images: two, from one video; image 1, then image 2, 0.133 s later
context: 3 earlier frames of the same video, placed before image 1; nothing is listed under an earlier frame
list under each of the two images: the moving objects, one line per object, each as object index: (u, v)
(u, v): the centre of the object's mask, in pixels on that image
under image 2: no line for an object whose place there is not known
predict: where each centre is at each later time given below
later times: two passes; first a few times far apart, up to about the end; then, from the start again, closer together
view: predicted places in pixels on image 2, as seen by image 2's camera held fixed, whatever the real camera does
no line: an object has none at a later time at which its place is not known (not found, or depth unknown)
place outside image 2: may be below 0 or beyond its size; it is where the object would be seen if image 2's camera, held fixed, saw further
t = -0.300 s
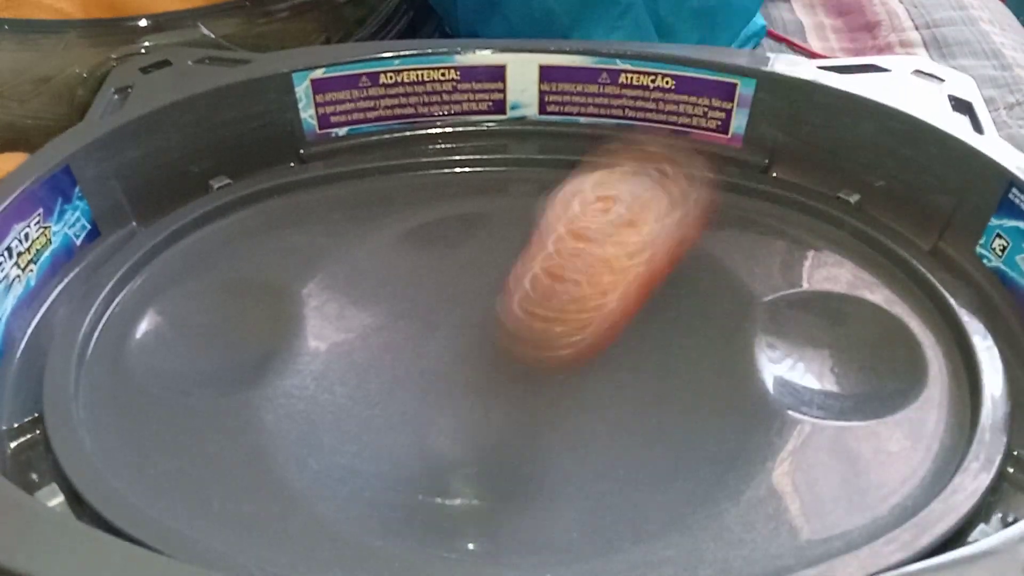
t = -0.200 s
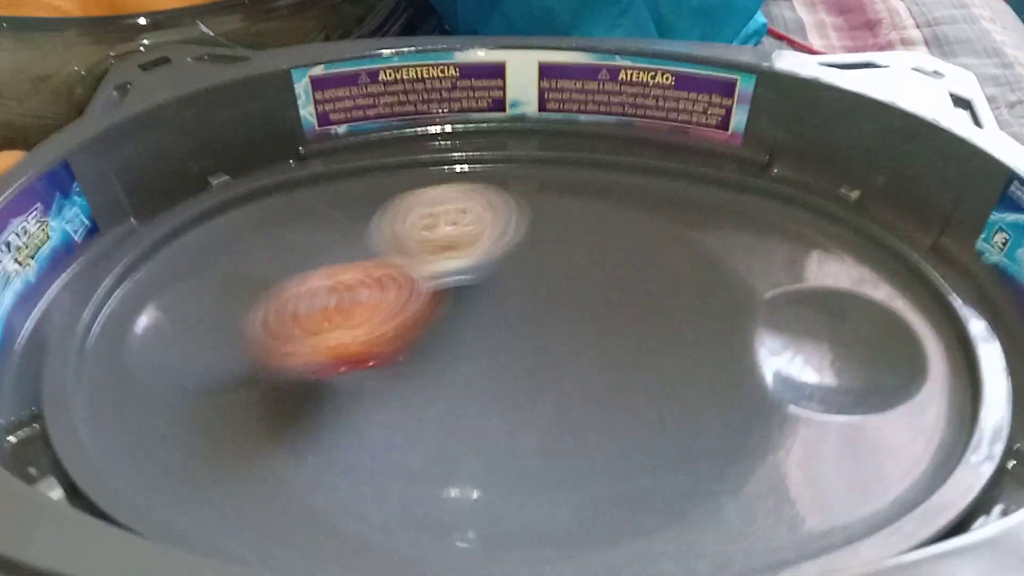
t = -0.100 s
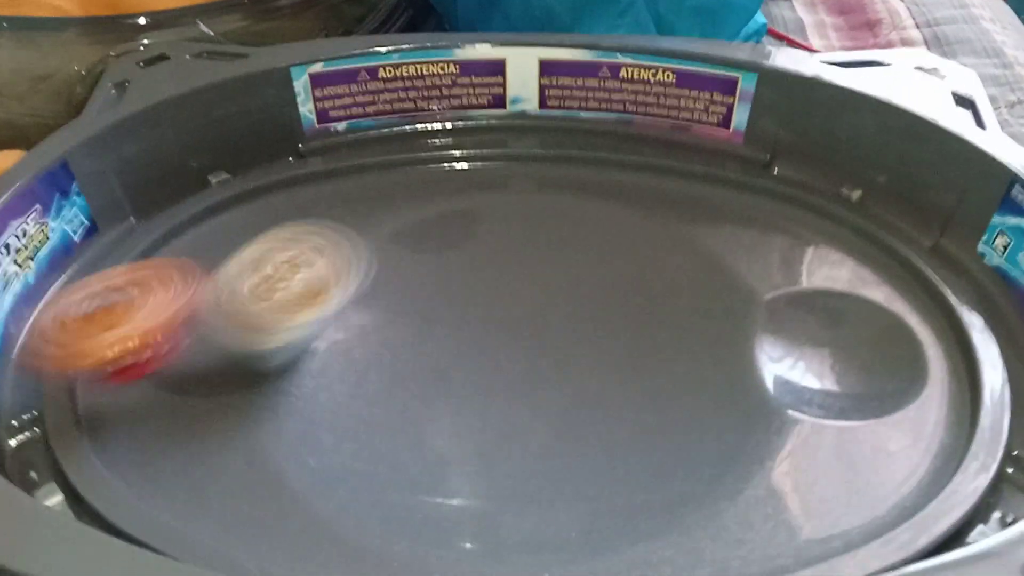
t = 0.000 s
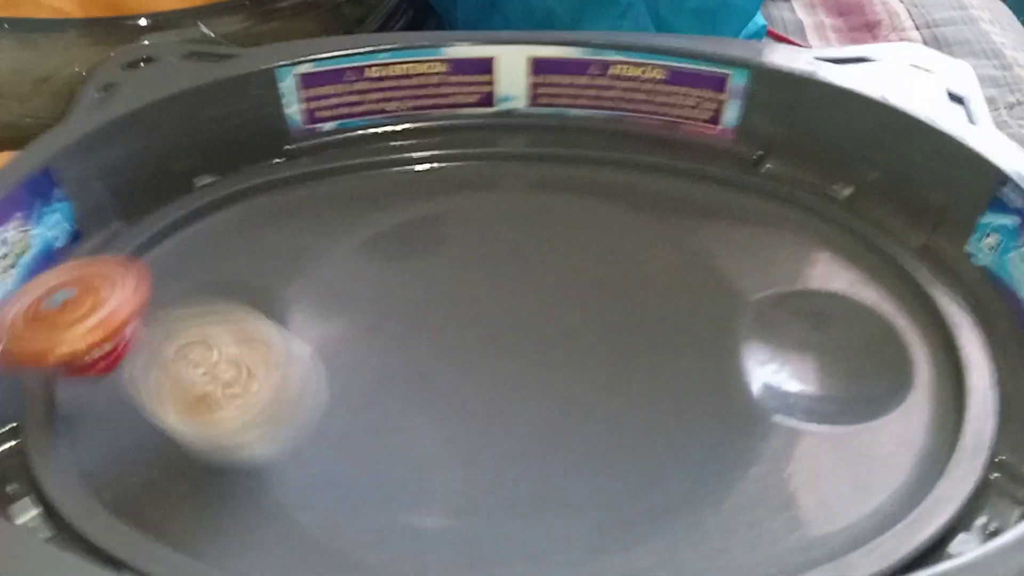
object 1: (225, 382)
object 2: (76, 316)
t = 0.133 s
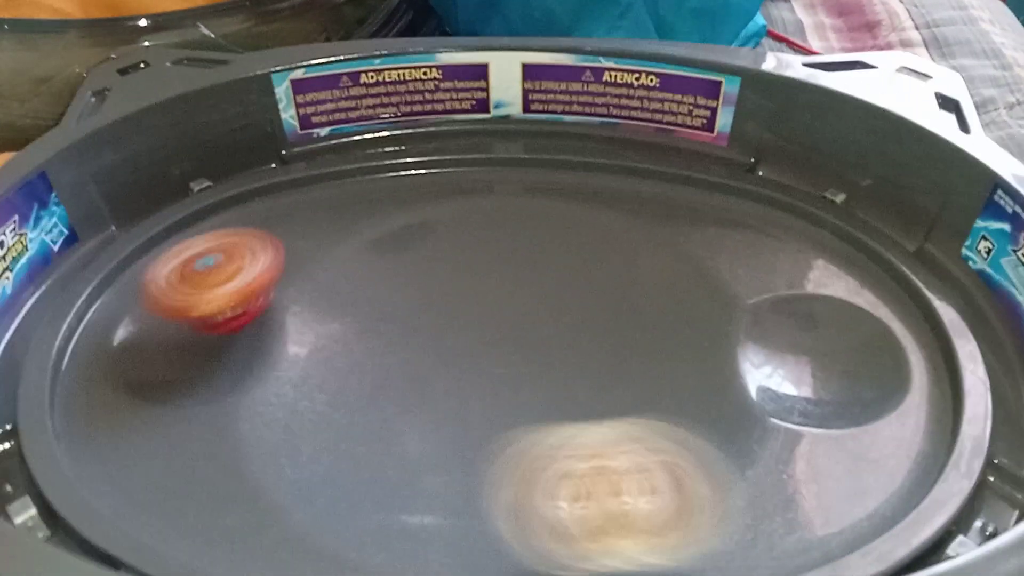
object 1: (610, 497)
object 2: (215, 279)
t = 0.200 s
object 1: (842, 466)
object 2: (251, 267)
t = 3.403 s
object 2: (714, 213)
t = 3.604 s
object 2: (472, 269)
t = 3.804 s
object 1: (593, 241)
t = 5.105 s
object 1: (625, 283)
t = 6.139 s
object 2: (649, 361)
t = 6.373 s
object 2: (511, 286)
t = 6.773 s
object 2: (644, 428)
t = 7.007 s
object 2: (808, 387)
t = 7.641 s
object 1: (483, 336)
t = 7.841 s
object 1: (588, 319)
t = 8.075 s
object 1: (620, 305)
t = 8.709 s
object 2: (543, 334)
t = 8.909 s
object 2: (631, 328)
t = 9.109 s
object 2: (612, 356)
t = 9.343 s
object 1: (437, 259)
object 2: (469, 398)
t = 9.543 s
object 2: (367, 398)
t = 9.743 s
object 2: (368, 372)
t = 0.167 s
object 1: (729, 489)
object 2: (240, 271)
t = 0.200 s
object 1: (842, 466)
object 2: (251, 267)
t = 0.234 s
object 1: (913, 419)
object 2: (256, 271)
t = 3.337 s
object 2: (762, 227)
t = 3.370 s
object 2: (737, 218)
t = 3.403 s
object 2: (714, 213)
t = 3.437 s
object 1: (293, 437)
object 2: (695, 211)
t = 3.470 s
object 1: (339, 448)
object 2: (666, 215)
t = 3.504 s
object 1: (391, 453)
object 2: (626, 222)
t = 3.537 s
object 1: (448, 455)
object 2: (581, 236)
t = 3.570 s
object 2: (527, 250)
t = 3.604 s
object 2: (472, 269)
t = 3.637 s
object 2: (425, 292)
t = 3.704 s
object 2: (346, 355)
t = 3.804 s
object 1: (593, 241)
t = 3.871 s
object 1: (529, 206)
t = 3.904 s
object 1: (489, 203)
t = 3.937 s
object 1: (448, 204)
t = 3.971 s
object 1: (409, 215)
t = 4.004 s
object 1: (372, 234)
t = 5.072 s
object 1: (679, 269)
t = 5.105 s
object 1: (625, 283)
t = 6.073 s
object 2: (630, 401)
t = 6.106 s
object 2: (644, 381)
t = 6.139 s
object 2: (649, 361)
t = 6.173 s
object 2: (646, 340)
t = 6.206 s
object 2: (636, 322)
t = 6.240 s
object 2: (618, 307)
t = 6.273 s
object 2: (595, 296)
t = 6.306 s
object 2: (569, 289)
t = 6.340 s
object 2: (541, 286)
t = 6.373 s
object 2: (511, 286)
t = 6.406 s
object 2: (481, 290)
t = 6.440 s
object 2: (452, 299)
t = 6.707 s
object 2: (535, 438)
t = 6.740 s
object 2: (591, 437)
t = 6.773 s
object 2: (644, 428)
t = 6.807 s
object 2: (686, 412)
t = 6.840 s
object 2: (727, 393)
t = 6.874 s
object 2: (755, 382)
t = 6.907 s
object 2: (774, 377)
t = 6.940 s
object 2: (789, 377)
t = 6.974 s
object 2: (800, 381)
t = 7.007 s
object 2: (808, 387)
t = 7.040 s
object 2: (815, 394)
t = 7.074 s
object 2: (821, 401)
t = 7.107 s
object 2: (828, 410)
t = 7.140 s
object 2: (832, 419)
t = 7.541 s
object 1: (413, 330)
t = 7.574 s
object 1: (439, 334)
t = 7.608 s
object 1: (463, 336)
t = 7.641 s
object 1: (483, 336)
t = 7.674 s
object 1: (505, 334)
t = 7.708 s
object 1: (524, 331)
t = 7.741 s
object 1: (544, 327)
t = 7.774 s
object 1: (561, 324)
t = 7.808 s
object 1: (575, 322)
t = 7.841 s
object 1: (588, 319)
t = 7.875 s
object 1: (598, 317)
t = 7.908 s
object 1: (608, 314)
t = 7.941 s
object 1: (617, 309)
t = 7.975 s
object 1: (622, 306)
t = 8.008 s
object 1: (625, 303)
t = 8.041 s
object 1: (624, 303)
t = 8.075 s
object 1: (620, 305)
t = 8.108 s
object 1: (611, 310)
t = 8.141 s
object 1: (602, 317)
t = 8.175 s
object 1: (590, 326)
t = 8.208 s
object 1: (578, 335)
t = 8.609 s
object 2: (468, 337)
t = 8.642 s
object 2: (492, 337)
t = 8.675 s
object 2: (518, 336)
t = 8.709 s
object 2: (543, 334)
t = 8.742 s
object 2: (564, 332)
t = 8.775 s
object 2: (586, 329)
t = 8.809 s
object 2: (602, 329)
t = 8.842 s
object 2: (614, 328)
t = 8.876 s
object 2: (623, 327)
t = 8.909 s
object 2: (631, 328)
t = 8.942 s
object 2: (636, 329)
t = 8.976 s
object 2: (637, 332)
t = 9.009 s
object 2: (636, 337)
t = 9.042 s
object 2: (630, 342)
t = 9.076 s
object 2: (621, 349)
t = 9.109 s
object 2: (612, 356)
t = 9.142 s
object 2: (598, 363)
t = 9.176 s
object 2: (582, 370)
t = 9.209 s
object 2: (565, 376)
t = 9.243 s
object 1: (444, 269)
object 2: (543, 383)
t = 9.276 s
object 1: (440, 263)
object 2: (519, 388)
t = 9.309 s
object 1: (438, 260)
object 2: (497, 393)
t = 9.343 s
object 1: (437, 259)
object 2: (469, 398)
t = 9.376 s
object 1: (437, 262)
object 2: (445, 401)
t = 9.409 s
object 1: (438, 268)
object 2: (425, 402)
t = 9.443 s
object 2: (405, 403)
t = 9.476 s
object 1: (446, 285)
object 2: (388, 402)
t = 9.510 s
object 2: (376, 400)
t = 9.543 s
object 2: (367, 398)
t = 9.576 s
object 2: (359, 394)
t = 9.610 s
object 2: (354, 390)
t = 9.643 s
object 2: (352, 385)
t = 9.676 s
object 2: (354, 381)
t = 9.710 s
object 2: (361, 376)
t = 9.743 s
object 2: (368, 372)
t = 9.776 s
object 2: (378, 367)
